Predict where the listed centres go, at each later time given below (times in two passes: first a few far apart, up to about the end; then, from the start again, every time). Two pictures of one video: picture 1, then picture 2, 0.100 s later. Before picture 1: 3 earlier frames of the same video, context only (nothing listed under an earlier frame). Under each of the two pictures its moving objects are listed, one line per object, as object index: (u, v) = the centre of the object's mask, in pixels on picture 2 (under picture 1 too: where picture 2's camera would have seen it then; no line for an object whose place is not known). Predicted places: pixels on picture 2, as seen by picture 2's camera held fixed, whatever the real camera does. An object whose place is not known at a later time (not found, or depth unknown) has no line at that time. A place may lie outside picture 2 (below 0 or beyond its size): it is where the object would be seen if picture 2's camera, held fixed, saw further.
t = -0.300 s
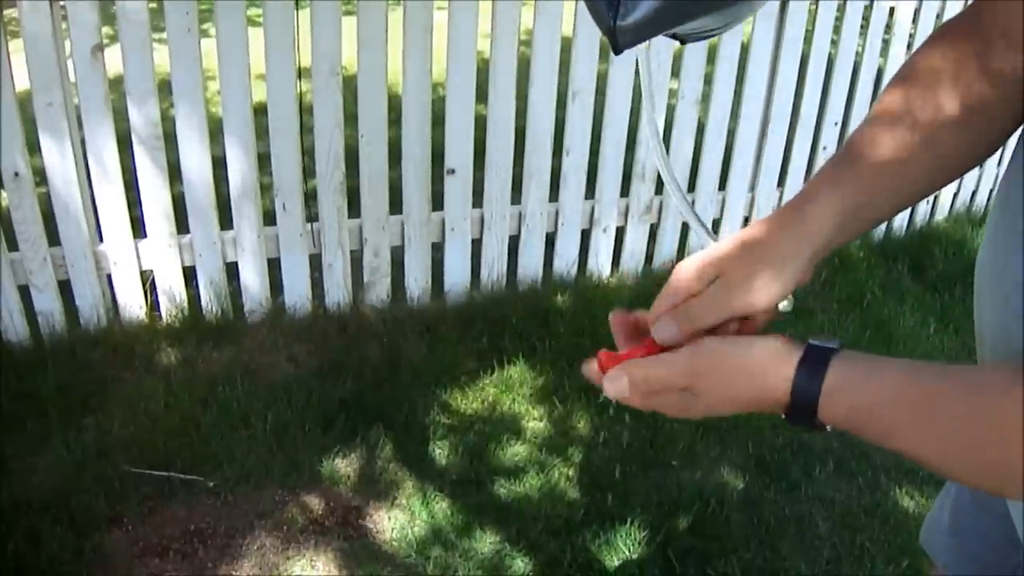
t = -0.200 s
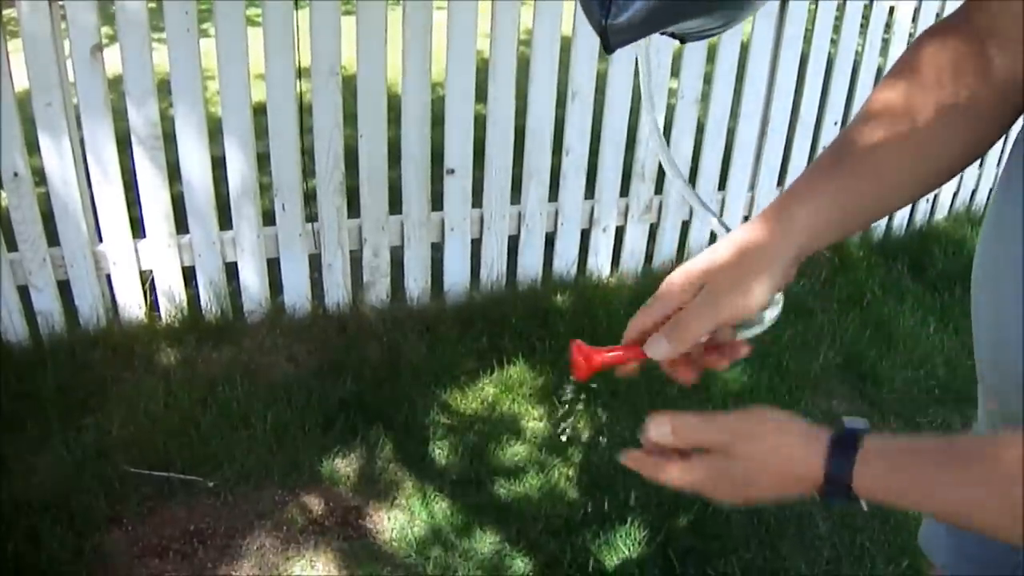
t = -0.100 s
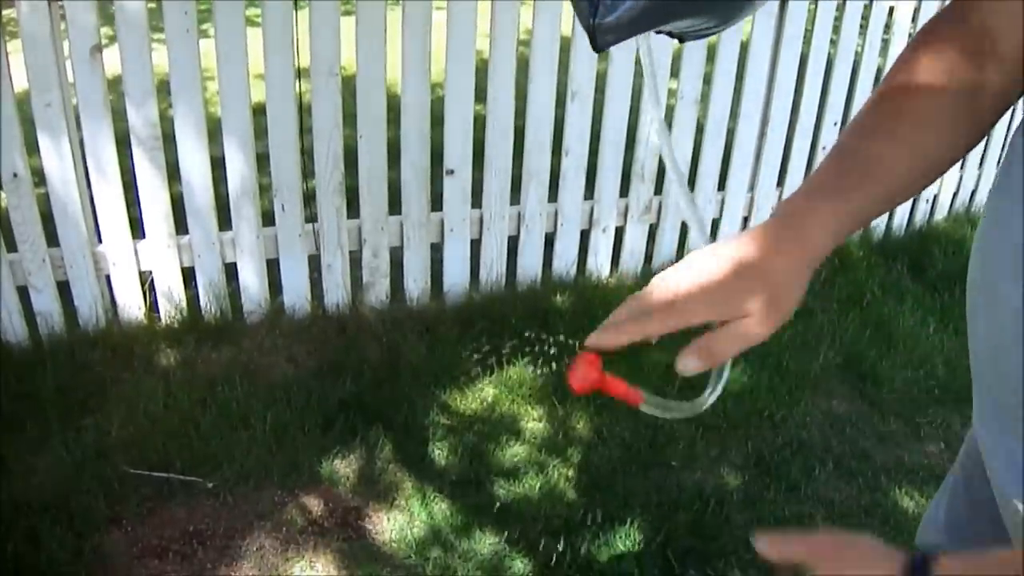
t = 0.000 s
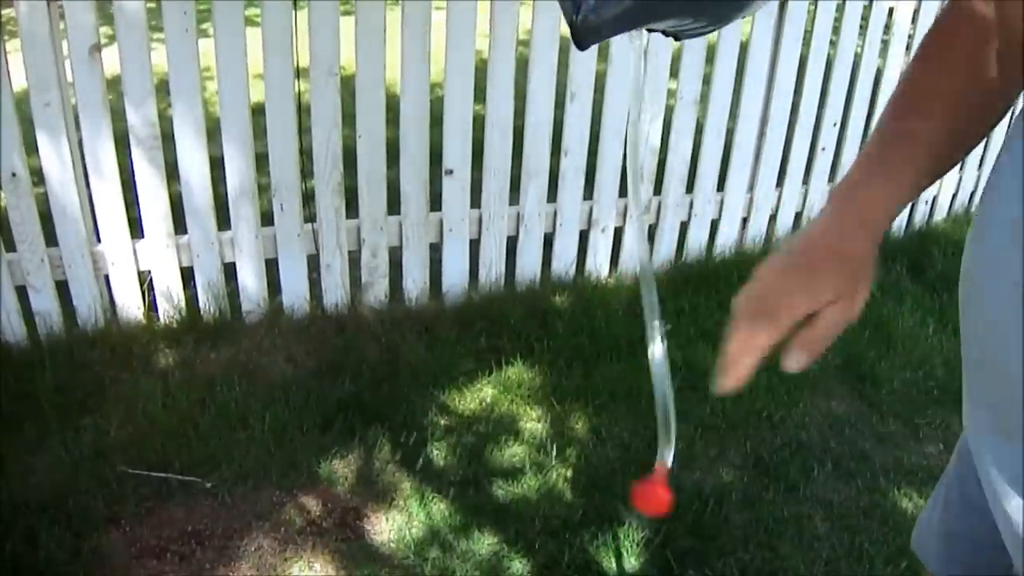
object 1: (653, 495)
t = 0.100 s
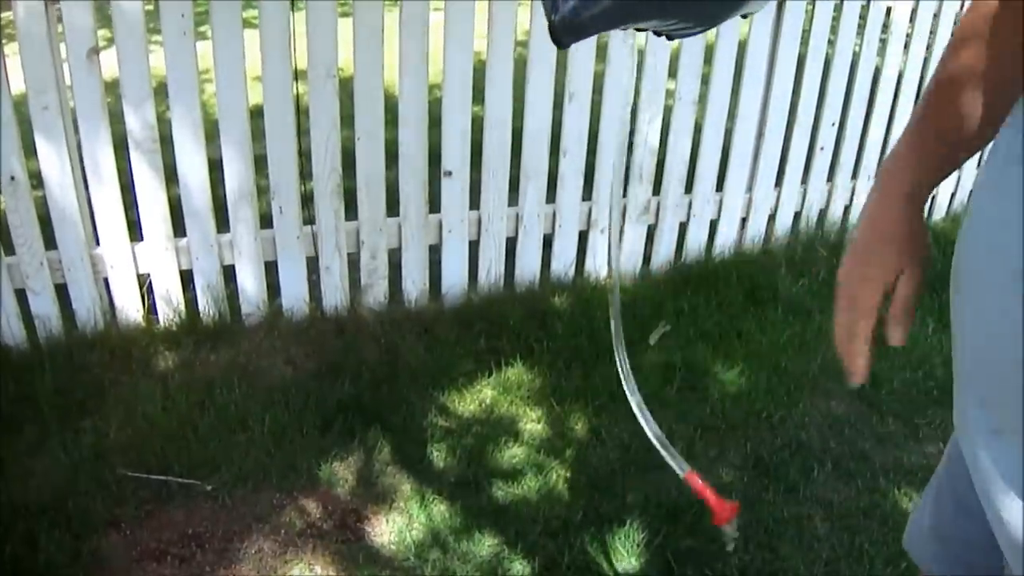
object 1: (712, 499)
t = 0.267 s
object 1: (707, 324)
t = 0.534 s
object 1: (704, 166)
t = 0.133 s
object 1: (716, 474)
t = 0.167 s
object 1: (714, 438)
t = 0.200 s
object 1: (711, 401)
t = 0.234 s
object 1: (709, 362)
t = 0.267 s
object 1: (707, 324)
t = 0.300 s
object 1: (705, 290)
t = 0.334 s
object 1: (704, 261)
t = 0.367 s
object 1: (705, 232)
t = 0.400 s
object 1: (704, 210)
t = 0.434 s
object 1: (704, 193)
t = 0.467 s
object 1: (704, 179)
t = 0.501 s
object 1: (705, 170)
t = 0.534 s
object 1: (704, 166)
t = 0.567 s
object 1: (704, 167)
